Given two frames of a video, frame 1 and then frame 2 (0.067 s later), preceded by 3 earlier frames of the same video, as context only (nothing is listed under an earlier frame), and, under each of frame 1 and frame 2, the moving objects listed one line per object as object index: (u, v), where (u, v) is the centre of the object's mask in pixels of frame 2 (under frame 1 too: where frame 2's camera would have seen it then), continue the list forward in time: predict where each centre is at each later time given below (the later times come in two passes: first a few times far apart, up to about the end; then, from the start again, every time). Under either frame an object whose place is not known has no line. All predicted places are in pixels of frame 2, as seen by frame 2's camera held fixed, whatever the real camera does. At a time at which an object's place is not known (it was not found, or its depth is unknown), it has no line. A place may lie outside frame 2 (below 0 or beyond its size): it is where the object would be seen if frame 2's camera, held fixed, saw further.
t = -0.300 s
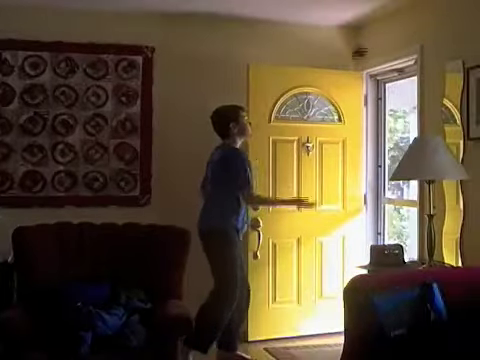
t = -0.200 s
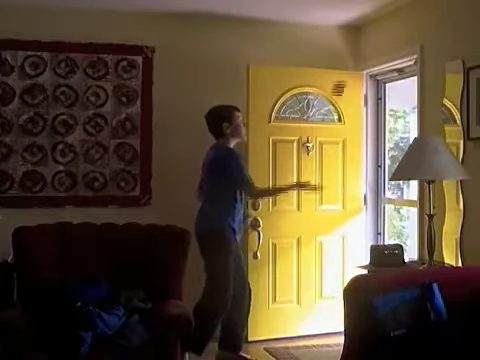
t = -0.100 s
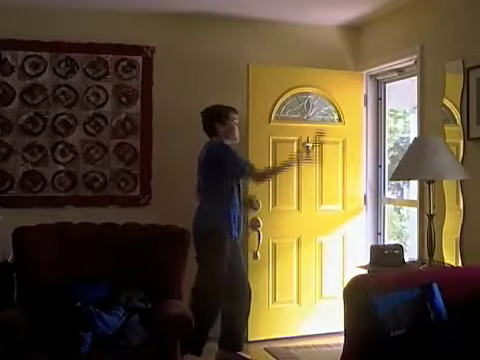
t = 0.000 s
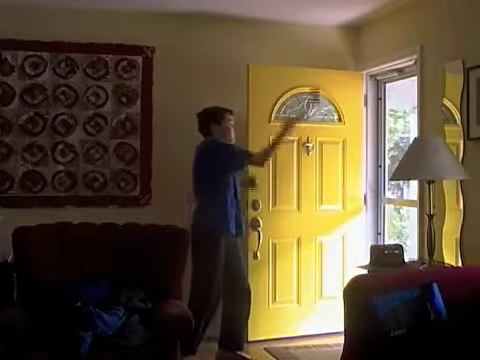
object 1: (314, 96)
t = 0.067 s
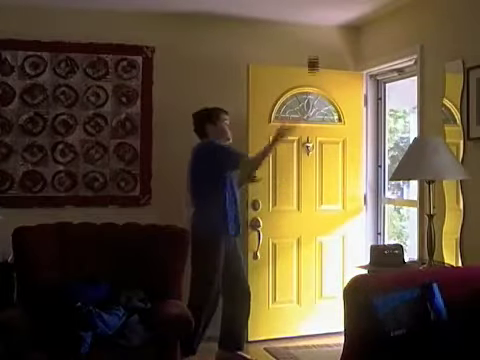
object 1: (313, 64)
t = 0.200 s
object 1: (310, 24)
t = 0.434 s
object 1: (306, 18)
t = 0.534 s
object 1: (304, 40)
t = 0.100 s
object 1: (312, 52)
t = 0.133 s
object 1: (312, 40)
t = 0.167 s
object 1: (311, 32)
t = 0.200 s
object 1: (310, 24)
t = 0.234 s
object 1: (310, 19)
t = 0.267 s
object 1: (309, 15)
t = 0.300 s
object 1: (308, 13)
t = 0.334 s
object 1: (308, 12)
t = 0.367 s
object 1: (307, 13)
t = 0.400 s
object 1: (307, 15)
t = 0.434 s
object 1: (306, 18)
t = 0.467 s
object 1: (305, 24)
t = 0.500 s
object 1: (304, 31)
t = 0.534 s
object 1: (304, 40)
